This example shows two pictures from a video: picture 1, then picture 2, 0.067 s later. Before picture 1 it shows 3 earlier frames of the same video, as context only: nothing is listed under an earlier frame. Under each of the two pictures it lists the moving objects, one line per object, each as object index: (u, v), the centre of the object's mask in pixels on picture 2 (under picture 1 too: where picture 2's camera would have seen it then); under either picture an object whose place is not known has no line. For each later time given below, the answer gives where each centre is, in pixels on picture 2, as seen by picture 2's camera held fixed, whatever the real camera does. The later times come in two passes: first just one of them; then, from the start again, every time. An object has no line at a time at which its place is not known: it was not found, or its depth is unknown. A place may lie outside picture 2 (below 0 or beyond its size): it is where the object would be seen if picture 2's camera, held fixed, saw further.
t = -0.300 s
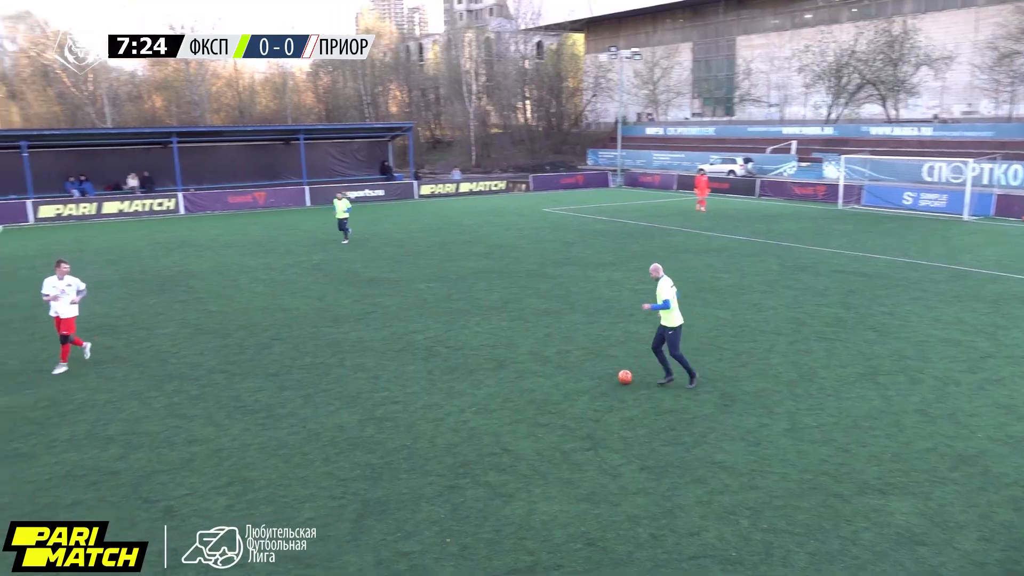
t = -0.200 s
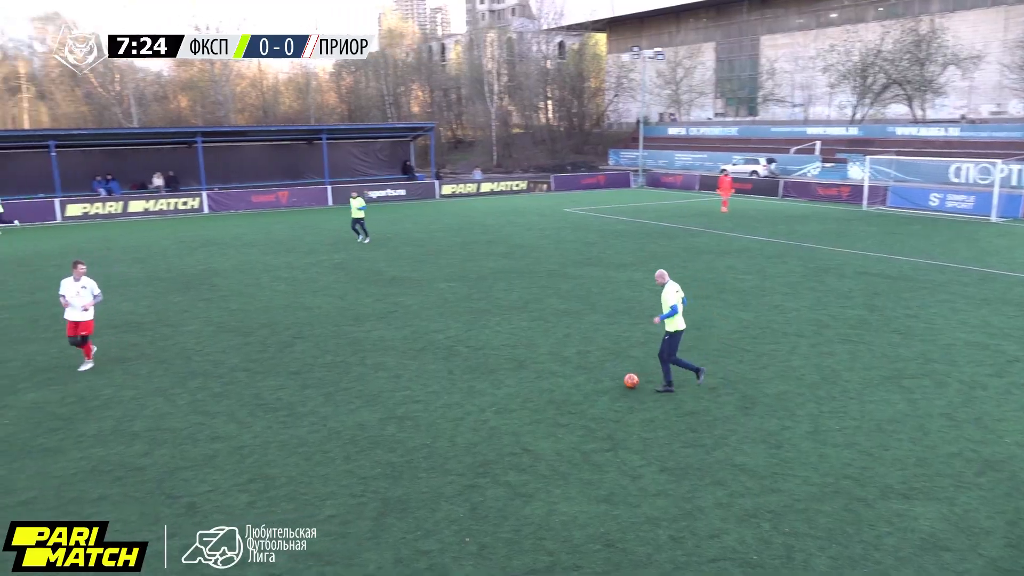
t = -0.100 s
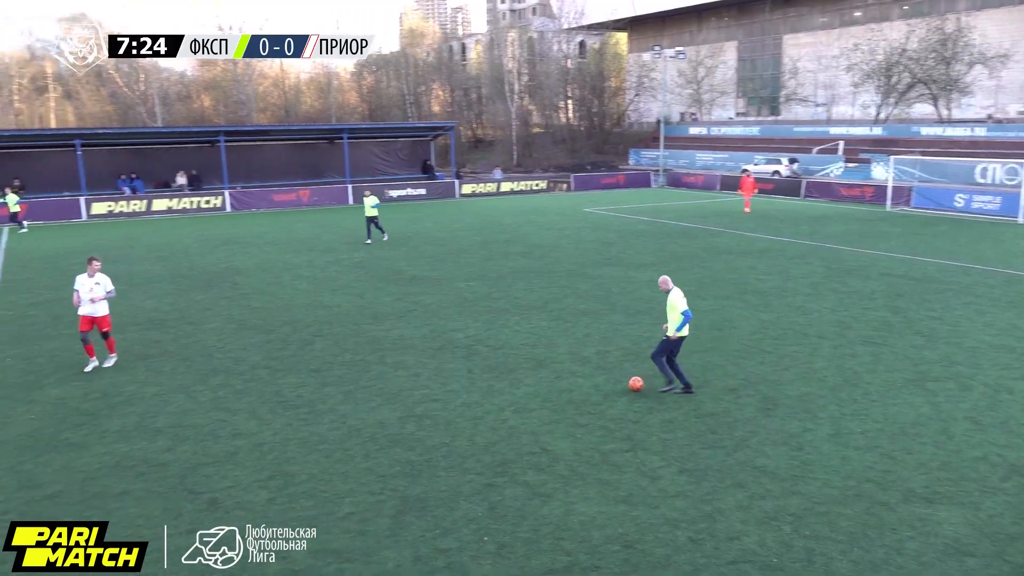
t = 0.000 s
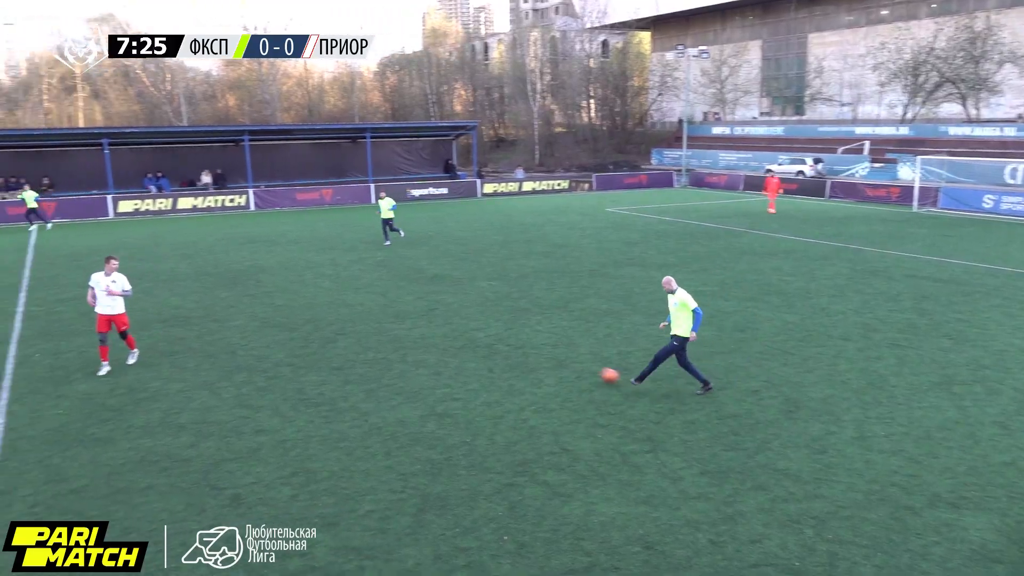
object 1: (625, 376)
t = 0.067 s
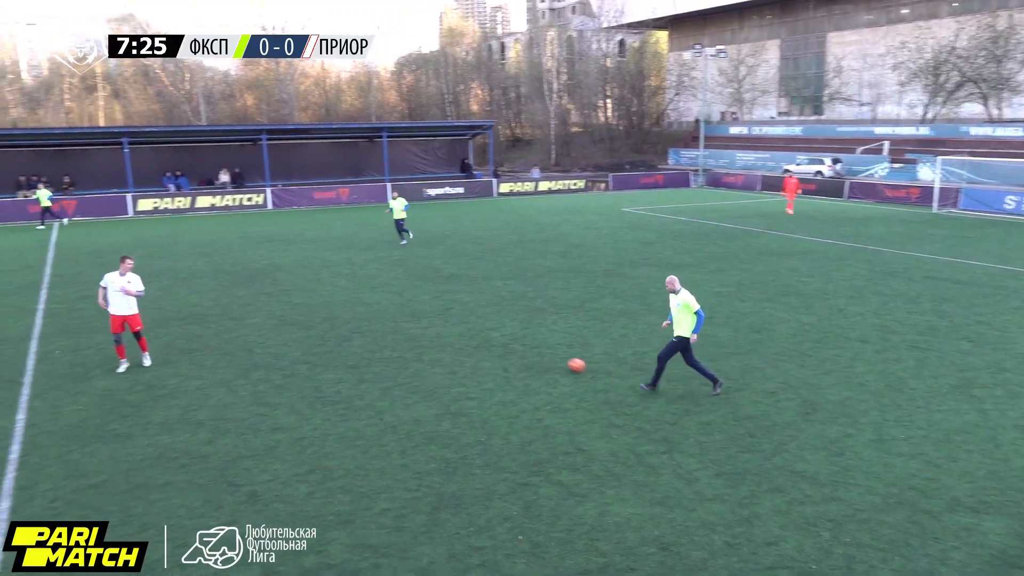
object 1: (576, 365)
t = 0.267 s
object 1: (466, 338)
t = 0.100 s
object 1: (555, 360)
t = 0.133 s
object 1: (535, 355)
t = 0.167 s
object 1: (516, 351)
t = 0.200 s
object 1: (498, 347)
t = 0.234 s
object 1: (482, 342)
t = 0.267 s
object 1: (466, 338)
